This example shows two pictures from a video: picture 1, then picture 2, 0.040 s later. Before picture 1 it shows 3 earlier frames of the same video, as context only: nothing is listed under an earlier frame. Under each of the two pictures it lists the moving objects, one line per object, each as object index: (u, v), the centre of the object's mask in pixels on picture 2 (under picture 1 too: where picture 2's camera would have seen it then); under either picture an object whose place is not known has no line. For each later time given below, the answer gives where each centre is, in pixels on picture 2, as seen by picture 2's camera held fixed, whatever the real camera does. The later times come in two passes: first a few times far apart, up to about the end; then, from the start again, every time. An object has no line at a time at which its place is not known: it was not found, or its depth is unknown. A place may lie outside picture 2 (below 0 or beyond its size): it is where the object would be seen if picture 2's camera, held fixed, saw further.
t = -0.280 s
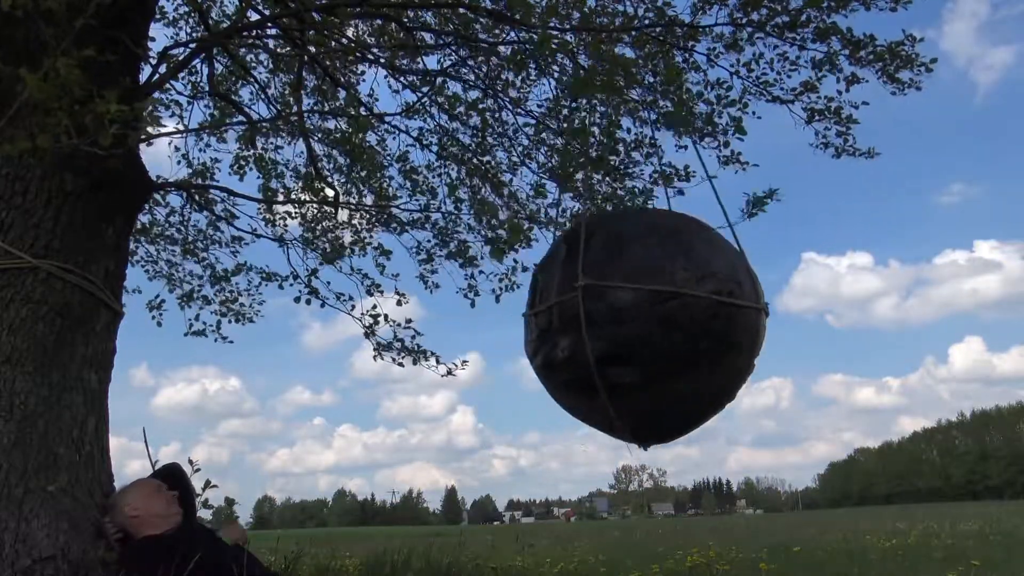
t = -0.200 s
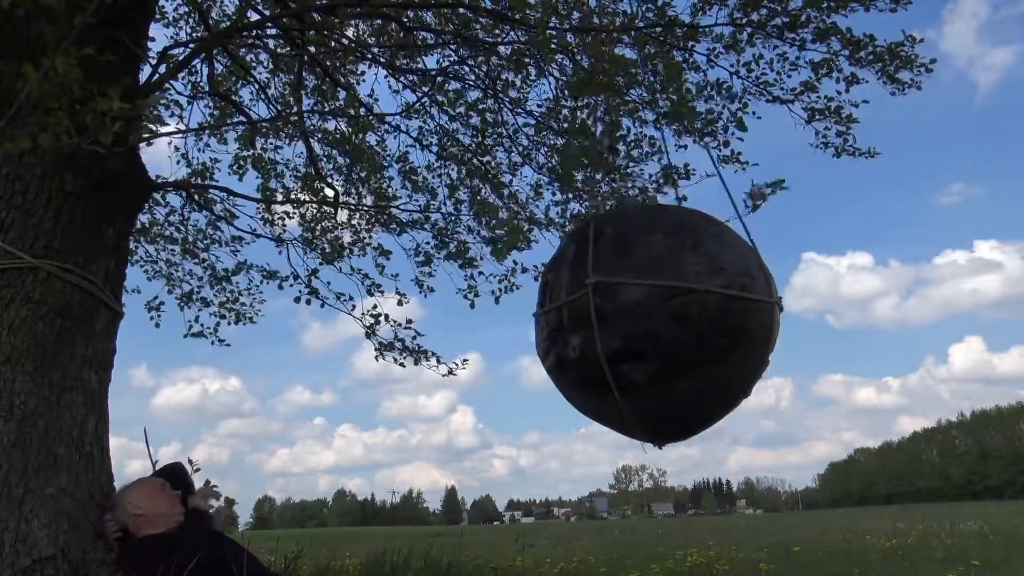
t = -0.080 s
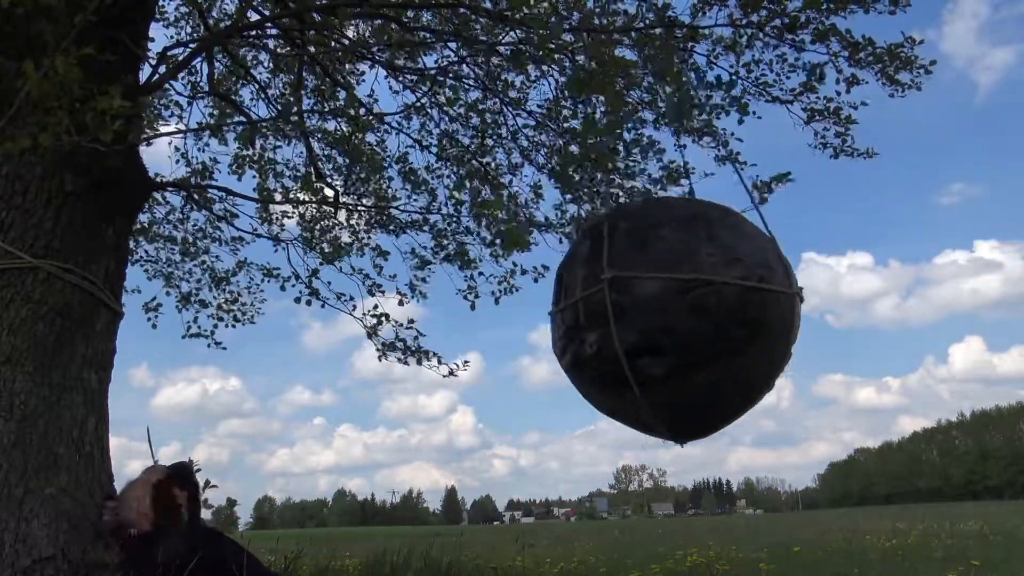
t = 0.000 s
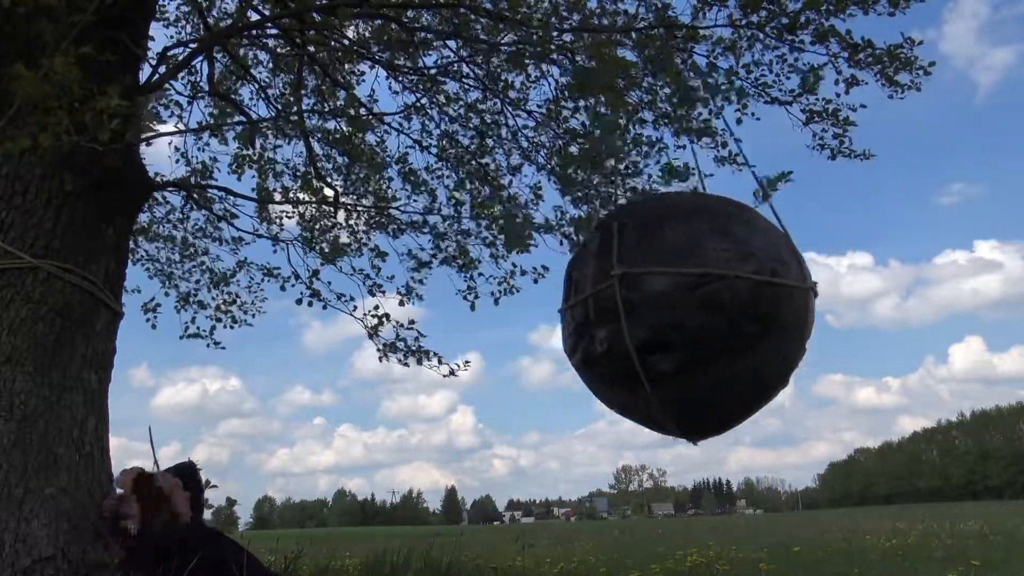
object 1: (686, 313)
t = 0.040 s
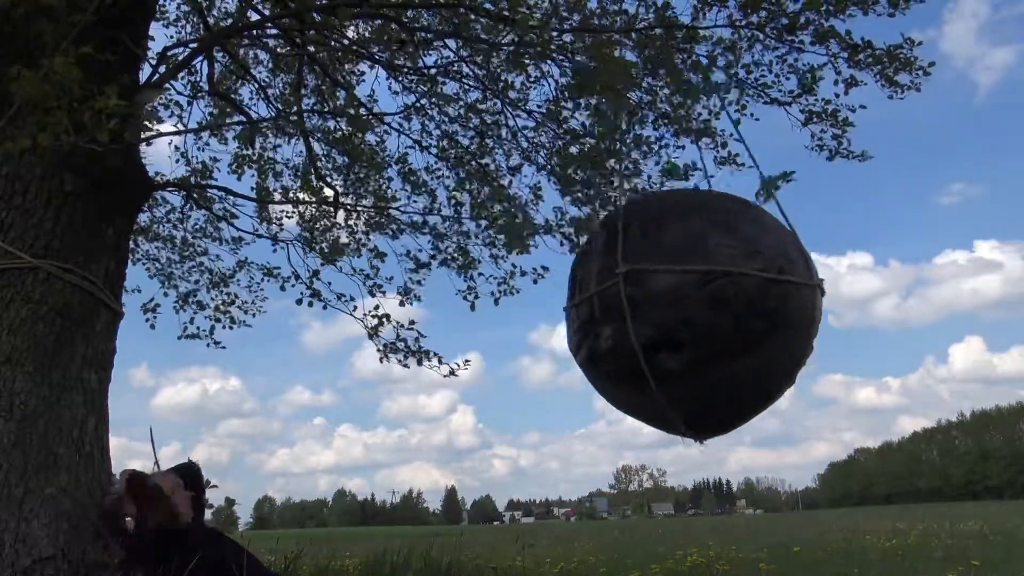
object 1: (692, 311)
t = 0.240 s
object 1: (719, 300)
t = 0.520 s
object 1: (748, 284)
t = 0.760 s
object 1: (757, 273)
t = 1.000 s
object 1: (751, 267)
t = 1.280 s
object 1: (726, 269)
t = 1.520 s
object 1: (693, 276)
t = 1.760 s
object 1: (657, 288)
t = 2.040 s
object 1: (616, 302)
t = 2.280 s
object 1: (587, 313)
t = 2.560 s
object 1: (564, 322)
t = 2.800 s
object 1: (555, 327)
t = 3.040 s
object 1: (555, 330)
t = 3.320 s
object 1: (568, 331)
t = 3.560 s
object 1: (586, 330)
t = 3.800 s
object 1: (609, 325)
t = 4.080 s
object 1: (642, 317)
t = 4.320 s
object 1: (672, 307)
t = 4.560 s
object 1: (699, 295)
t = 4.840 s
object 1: (721, 281)
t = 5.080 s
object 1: (729, 274)
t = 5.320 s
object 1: (723, 271)
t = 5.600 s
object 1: (703, 277)
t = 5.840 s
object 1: (678, 287)
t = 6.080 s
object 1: (650, 298)
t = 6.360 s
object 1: (620, 311)
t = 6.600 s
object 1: (600, 320)
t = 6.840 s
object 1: (586, 326)
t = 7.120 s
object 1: (578, 330)
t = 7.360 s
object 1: (578, 330)
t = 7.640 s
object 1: (588, 329)
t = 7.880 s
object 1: (601, 326)
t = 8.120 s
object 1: (619, 320)
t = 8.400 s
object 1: (645, 309)
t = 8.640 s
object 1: (666, 298)
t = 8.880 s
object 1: (684, 287)
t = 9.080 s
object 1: (693, 279)
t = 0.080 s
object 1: (698, 309)
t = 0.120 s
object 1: (704, 307)
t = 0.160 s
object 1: (709, 304)
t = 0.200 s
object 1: (715, 302)
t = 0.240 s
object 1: (719, 300)
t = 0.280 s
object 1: (725, 298)
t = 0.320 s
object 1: (729, 296)
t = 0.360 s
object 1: (733, 293)
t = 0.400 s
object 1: (738, 291)
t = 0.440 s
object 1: (741, 289)
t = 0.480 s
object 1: (744, 287)
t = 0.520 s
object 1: (748, 284)
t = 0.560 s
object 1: (750, 282)
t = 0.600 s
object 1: (752, 281)
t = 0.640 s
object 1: (754, 279)
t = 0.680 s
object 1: (755, 277)
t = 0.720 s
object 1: (756, 275)
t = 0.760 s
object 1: (757, 273)
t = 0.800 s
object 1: (757, 272)
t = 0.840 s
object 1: (756, 271)
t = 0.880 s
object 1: (756, 270)
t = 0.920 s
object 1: (755, 269)
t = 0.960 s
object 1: (753, 268)
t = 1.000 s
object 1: (751, 267)
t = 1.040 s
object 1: (748, 267)
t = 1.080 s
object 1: (746, 267)
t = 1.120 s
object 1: (742, 267)
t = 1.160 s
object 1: (739, 267)
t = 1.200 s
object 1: (735, 267)
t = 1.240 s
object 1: (730, 268)
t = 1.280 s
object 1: (726, 269)
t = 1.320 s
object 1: (721, 269)
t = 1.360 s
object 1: (716, 270)
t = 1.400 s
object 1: (710, 271)
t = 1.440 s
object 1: (704, 273)
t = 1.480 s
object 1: (699, 274)
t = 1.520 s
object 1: (693, 276)
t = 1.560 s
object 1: (687, 278)
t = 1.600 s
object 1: (681, 280)
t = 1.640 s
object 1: (675, 281)
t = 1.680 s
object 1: (669, 284)
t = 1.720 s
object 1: (663, 286)
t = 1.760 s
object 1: (657, 288)
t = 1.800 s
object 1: (651, 290)
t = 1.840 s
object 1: (645, 292)
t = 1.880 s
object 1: (639, 294)
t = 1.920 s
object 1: (633, 296)
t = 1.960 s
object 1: (627, 298)
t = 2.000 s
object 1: (621, 300)
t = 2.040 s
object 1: (616, 302)
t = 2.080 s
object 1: (610, 304)
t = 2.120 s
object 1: (605, 306)
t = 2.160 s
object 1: (600, 308)
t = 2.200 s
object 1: (595, 310)
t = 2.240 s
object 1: (591, 312)
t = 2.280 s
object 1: (587, 313)
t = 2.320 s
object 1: (583, 315)
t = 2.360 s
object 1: (579, 316)
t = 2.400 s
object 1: (575, 317)
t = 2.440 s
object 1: (572, 319)
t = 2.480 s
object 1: (569, 320)
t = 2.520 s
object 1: (566, 321)
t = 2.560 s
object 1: (564, 322)
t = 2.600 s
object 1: (561, 323)
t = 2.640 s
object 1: (559, 324)
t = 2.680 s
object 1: (558, 325)
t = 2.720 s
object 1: (556, 326)
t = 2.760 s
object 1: (555, 327)
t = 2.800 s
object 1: (555, 327)
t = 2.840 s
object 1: (554, 328)
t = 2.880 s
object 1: (554, 328)
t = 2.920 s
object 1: (554, 329)
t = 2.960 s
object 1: (554, 329)
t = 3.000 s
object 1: (555, 330)
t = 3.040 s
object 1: (555, 330)
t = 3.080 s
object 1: (556, 330)
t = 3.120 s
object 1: (558, 330)
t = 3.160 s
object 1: (559, 331)
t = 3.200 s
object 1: (561, 331)
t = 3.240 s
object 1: (563, 331)
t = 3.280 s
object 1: (565, 331)
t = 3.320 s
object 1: (568, 331)
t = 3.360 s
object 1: (570, 331)
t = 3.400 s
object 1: (573, 331)
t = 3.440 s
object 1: (576, 330)
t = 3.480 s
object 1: (579, 330)
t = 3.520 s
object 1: (582, 330)
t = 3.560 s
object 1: (586, 330)
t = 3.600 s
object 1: (589, 329)
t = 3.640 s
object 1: (593, 329)
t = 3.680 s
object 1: (597, 328)
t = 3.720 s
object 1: (600, 327)
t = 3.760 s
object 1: (605, 326)
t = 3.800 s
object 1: (609, 325)
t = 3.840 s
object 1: (613, 325)
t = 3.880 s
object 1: (618, 324)
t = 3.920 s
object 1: (623, 323)
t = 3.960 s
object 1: (627, 321)
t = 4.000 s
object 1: (632, 320)
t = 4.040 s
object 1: (637, 319)
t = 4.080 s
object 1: (642, 317)
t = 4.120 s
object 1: (647, 316)
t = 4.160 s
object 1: (652, 315)
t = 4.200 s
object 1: (657, 313)
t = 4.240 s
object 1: (662, 311)
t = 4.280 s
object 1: (667, 309)
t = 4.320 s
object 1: (672, 307)
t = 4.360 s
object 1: (676, 305)
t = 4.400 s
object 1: (681, 303)
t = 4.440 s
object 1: (686, 301)
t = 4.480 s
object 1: (690, 299)
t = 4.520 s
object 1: (695, 297)
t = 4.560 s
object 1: (699, 295)
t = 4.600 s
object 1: (703, 293)
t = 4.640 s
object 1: (707, 291)
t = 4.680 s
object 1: (710, 289)
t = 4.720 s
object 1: (713, 287)
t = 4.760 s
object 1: (716, 285)
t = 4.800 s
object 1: (719, 283)
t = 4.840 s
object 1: (721, 281)
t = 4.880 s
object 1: (723, 279)
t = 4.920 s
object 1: (725, 278)
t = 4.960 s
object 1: (726, 277)
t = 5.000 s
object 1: (727, 275)
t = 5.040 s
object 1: (728, 274)
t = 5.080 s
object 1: (729, 274)
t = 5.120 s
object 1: (729, 273)
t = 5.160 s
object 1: (728, 272)
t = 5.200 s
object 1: (727, 272)
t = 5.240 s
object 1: (726, 271)
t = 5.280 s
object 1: (725, 271)
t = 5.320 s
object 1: (723, 271)
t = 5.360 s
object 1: (721, 272)
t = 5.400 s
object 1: (719, 272)
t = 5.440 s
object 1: (716, 273)
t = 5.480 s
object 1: (713, 274)
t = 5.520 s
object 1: (710, 275)
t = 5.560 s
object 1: (707, 276)
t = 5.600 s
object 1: (703, 277)
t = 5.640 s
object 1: (699, 278)
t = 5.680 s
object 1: (695, 279)
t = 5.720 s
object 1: (691, 281)
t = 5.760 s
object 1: (687, 283)
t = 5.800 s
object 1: (682, 285)
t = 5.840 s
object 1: (678, 287)
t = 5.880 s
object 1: (673, 288)
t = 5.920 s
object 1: (669, 291)
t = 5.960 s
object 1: (664, 292)
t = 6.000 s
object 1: (660, 294)
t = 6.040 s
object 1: (655, 296)
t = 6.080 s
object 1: (650, 298)
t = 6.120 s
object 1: (646, 300)
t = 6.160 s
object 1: (642, 302)
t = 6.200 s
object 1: (637, 304)
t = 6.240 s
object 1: (633, 306)
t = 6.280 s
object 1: (629, 308)
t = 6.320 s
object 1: (624, 309)
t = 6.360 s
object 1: (620, 311)
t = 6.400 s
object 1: (617, 313)
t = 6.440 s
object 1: (613, 314)
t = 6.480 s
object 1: (609, 316)
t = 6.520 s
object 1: (606, 317)
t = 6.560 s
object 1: (603, 319)
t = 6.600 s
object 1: (600, 320)
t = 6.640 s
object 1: (597, 321)
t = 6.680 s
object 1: (594, 322)
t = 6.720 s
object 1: (592, 324)
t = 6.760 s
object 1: (590, 324)
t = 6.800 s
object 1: (587, 325)
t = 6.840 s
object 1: (586, 326)
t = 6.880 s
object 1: (584, 327)
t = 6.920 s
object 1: (582, 327)
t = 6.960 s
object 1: (581, 328)
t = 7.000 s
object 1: (580, 328)
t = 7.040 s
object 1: (579, 329)
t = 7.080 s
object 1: (578, 329)
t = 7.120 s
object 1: (578, 330)
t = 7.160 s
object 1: (577, 330)
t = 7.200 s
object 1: (577, 330)
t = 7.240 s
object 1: (577, 330)
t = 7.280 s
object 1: (577, 330)
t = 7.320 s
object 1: (578, 330)
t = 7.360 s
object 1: (578, 330)
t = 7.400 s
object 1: (579, 331)
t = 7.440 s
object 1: (581, 330)
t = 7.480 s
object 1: (582, 330)
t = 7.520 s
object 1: (583, 330)
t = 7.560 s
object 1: (584, 330)
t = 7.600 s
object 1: (586, 329)
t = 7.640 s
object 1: (588, 329)
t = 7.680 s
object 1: (590, 329)
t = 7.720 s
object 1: (592, 328)
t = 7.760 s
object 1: (594, 328)
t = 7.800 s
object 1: (596, 327)
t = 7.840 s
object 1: (599, 327)
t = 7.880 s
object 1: (601, 326)
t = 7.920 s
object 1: (604, 325)
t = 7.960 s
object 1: (607, 324)
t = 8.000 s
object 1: (609, 323)
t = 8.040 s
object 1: (613, 322)
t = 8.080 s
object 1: (616, 321)
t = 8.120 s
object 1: (619, 320)
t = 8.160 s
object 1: (623, 319)
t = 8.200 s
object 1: (626, 317)
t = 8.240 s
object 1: (629, 316)
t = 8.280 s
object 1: (633, 314)
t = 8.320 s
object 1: (637, 312)
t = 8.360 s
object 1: (641, 311)
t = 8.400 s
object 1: (645, 309)
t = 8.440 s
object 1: (648, 307)
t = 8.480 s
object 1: (652, 305)
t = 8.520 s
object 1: (656, 304)
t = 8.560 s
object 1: (659, 302)
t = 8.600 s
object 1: (663, 300)
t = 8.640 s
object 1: (666, 298)
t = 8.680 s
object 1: (670, 296)
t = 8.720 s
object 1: (673, 294)
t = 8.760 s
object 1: (676, 292)
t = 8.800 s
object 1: (678, 290)
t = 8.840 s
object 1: (681, 289)
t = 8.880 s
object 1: (684, 287)
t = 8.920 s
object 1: (686, 285)
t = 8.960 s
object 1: (688, 284)
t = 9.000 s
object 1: (690, 282)
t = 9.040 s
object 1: (692, 281)
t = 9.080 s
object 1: (693, 279)
